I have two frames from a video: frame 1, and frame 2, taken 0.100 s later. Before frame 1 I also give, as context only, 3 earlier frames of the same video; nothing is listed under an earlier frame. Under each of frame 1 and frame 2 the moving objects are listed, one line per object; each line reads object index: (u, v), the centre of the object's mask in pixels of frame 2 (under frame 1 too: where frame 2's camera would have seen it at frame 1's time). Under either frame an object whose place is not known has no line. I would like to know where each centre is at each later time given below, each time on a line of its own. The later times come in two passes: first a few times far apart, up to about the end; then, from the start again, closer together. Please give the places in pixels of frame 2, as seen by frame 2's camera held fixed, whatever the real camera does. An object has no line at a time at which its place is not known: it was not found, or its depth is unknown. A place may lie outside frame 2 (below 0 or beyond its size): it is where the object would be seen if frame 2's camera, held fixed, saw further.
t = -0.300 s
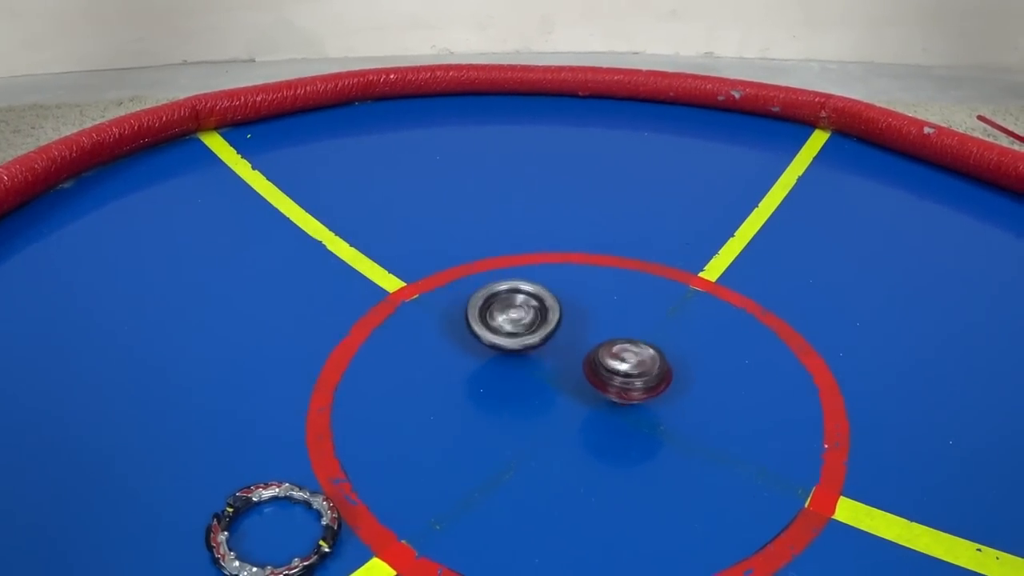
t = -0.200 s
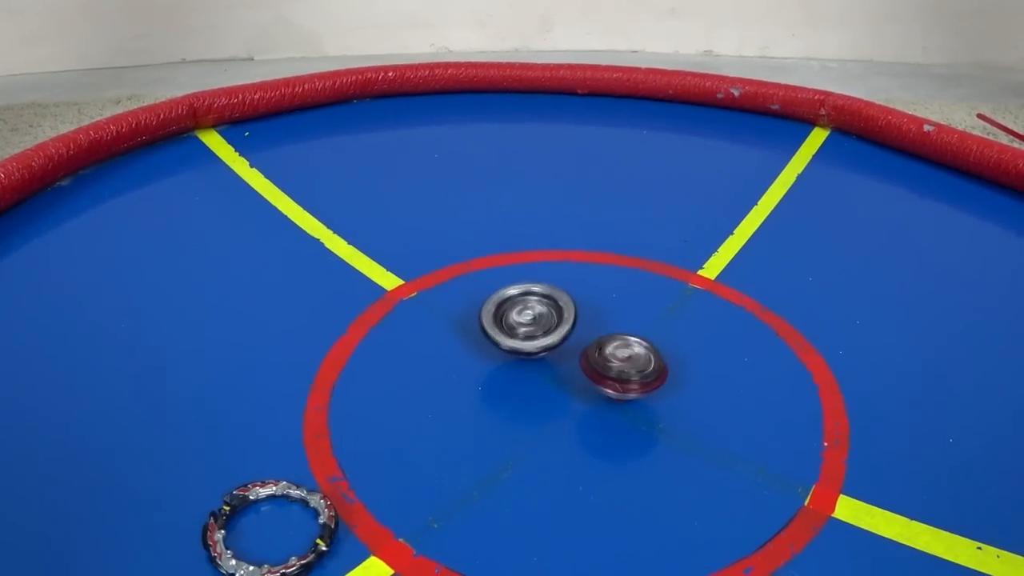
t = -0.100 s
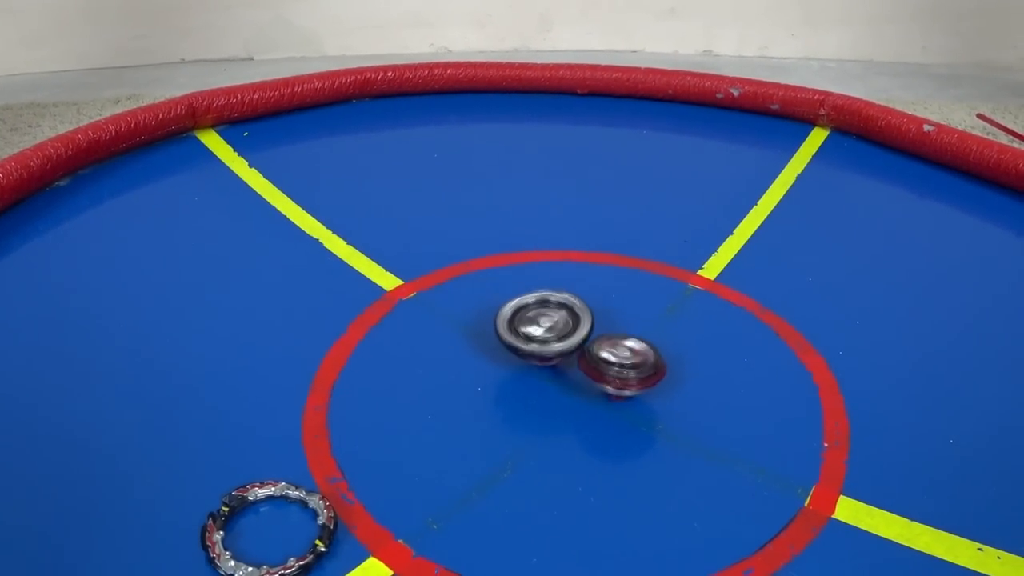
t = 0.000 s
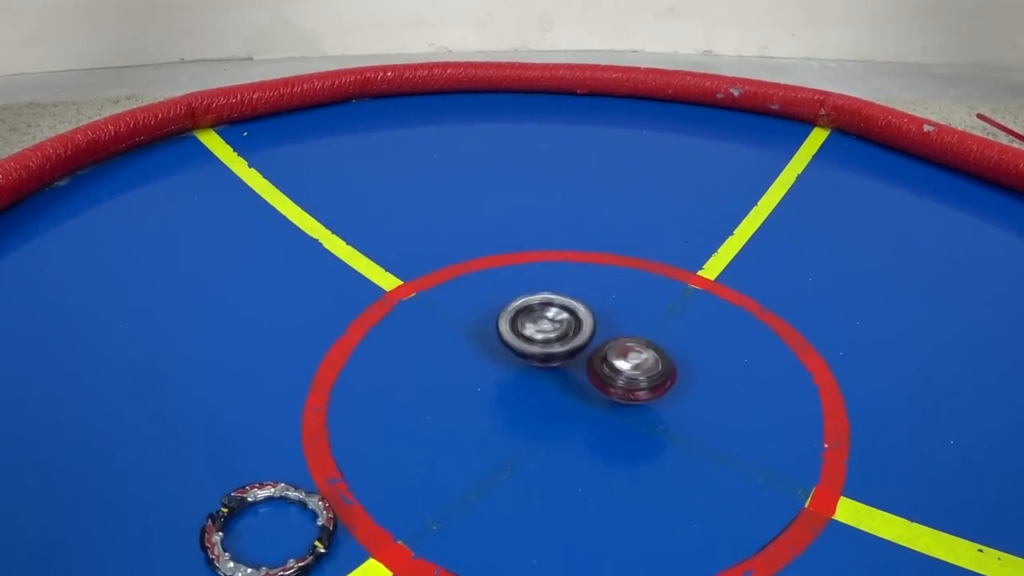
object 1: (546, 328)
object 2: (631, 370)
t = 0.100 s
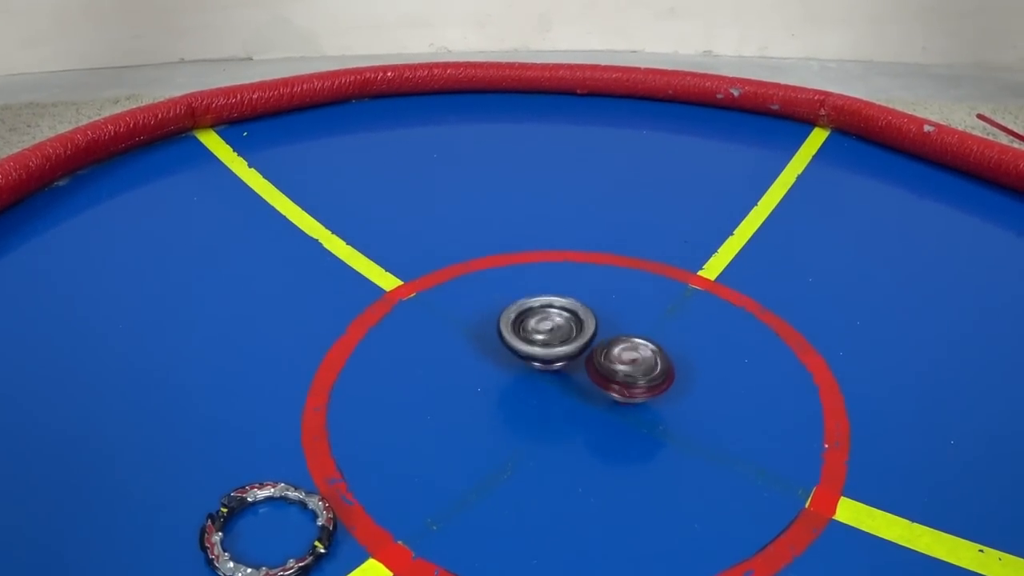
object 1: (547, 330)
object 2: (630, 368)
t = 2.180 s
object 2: (605, 331)
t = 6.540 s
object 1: (539, 389)
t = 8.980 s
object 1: (511, 433)
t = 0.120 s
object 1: (548, 330)
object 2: (629, 368)
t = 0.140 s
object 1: (547, 331)
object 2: (629, 368)
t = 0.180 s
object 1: (548, 332)
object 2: (628, 367)
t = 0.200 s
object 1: (548, 332)
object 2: (629, 367)
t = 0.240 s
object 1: (545, 332)
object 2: (632, 368)
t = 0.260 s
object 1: (543, 331)
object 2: (633, 368)
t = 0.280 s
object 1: (541, 330)
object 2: (632, 367)
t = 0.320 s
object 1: (538, 330)
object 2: (631, 366)
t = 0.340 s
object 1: (538, 329)
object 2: (629, 366)
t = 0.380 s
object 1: (536, 328)
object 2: (628, 365)
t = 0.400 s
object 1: (534, 328)
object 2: (627, 365)
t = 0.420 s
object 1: (534, 327)
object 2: (627, 364)
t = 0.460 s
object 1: (533, 327)
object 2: (624, 363)
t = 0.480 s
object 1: (531, 326)
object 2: (624, 362)
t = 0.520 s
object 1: (530, 325)
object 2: (622, 361)
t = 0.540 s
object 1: (529, 324)
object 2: (622, 360)
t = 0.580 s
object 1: (529, 323)
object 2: (622, 359)
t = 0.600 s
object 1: (529, 322)
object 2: (620, 358)
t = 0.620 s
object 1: (528, 322)
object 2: (621, 357)
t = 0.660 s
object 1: (527, 321)
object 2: (619, 356)
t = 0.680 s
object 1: (527, 321)
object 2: (621, 355)
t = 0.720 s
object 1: (527, 320)
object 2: (620, 355)
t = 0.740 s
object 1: (527, 320)
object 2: (621, 354)
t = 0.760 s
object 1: (527, 319)
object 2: (620, 353)
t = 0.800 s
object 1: (527, 319)
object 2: (621, 351)
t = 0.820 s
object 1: (528, 319)
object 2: (622, 351)
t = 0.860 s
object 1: (529, 318)
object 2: (623, 349)
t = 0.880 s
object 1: (529, 318)
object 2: (623, 349)
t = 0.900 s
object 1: (529, 318)
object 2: (623, 349)
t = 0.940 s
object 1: (530, 318)
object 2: (623, 347)
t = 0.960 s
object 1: (531, 318)
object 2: (623, 347)
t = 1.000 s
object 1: (532, 318)
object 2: (625, 347)
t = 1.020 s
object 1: (532, 318)
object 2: (624, 347)
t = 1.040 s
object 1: (533, 319)
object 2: (623, 347)
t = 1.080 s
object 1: (533, 319)
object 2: (624, 346)
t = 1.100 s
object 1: (534, 319)
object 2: (624, 345)
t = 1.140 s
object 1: (535, 320)
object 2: (626, 345)
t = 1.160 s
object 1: (534, 321)
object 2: (626, 346)
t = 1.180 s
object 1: (536, 321)
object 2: (625, 345)
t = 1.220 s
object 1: (537, 322)
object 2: (625, 345)
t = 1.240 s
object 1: (536, 323)
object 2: (624, 345)
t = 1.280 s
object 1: (537, 324)
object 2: (627, 344)
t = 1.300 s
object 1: (537, 325)
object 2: (626, 345)
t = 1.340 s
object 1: (537, 326)
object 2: (624, 344)
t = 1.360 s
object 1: (536, 326)
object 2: (625, 344)
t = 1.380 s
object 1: (535, 327)
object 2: (626, 344)
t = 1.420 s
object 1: (533, 328)
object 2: (628, 344)
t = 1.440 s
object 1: (532, 329)
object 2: (627, 344)
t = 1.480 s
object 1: (530, 330)
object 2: (626, 344)
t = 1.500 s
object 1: (530, 330)
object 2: (626, 344)
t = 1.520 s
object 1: (529, 331)
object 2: (627, 344)
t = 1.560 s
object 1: (527, 332)
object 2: (626, 344)
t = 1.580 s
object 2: (625, 344)
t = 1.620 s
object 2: (623, 345)
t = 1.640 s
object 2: (621, 345)
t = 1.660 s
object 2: (622, 345)
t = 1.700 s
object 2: (619, 345)
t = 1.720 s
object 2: (620, 345)
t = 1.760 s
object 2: (617, 344)
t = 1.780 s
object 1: (517, 338)
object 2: (616, 344)
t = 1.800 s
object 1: (516, 338)
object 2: (615, 343)
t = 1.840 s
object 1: (513, 339)
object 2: (612, 342)
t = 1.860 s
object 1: (513, 339)
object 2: (613, 342)
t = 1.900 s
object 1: (511, 340)
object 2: (611, 341)
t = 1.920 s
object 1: (509, 341)
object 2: (611, 340)
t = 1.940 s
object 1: (508, 341)
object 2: (608, 339)
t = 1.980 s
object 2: (607, 337)
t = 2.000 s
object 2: (608, 337)
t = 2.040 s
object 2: (607, 336)
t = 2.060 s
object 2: (607, 335)
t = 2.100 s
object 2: (604, 334)
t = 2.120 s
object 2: (604, 332)
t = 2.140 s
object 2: (604, 331)
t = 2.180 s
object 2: (605, 331)
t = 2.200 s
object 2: (606, 331)
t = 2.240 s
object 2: (602, 329)
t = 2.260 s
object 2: (603, 328)
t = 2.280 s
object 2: (603, 327)
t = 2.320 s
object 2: (606, 327)
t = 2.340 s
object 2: (606, 328)
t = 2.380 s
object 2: (603, 328)
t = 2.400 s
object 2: (604, 327)
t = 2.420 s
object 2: (605, 326)
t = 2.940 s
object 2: (592, 328)
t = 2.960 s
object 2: (591, 327)
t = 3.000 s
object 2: (588, 327)
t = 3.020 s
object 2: (589, 326)
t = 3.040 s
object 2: (588, 326)
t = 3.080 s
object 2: (586, 325)
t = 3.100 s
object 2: (585, 324)
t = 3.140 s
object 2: (582, 323)
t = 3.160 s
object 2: (583, 322)
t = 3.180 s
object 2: (582, 322)
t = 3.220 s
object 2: (581, 321)
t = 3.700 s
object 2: (571, 321)
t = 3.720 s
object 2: (571, 321)
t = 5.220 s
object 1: (546, 387)
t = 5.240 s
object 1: (545, 388)
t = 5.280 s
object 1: (545, 388)
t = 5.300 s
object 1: (544, 387)
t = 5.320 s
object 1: (545, 388)
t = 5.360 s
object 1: (544, 388)
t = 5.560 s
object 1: (542, 385)
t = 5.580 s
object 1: (541, 384)
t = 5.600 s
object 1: (541, 383)
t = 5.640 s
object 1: (541, 382)
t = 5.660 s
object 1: (539, 381)
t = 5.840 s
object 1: (541, 378)
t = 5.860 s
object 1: (541, 379)
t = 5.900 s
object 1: (545, 380)
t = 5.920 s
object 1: (546, 381)
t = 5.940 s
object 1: (546, 382)
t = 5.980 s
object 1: (548, 383)
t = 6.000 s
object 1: (549, 384)
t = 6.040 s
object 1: (549, 386)
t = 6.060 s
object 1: (549, 386)
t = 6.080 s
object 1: (551, 386)
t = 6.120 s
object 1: (550, 388)
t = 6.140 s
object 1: (549, 388)
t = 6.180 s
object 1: (550, 388)
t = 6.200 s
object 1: (548, 389)
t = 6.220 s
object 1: (548, 389)
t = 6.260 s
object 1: (547, 389)
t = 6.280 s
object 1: (548, 390)
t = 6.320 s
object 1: (545, 390)
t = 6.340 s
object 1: (545, 390)
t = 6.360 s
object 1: (544, 390)
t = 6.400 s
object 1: (543, 390)
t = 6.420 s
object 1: (542, 390)
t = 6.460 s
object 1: (540, 390)
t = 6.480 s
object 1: (540, 390)
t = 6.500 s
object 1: (539, 390)
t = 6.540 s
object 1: (539, 389)
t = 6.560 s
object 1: (538, 389)
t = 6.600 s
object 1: (538, 388)
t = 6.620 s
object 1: (537, 387)
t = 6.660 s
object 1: (537, 386)
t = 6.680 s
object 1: (537, 385)
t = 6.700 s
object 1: (538, 384)
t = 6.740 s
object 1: (538, 384)
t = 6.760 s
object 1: (539, 383)
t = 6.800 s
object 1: (542, 383)
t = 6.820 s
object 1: (541, 382)
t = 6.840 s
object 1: (541, 381)
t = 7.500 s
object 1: (543, 416)
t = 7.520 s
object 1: (539, 417)
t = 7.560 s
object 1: (535, 418)
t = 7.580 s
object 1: (531, 419)
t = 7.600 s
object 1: (529, 419)
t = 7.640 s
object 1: (522, 419)
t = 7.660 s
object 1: (521, 419)
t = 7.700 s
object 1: (515, 418)
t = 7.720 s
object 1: (514, 417)
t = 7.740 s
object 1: (510, 415)
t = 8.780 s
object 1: (538, 422)
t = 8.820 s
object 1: (535, 425)
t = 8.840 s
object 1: (532, 427)
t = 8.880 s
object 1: (527, 430)
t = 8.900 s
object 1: (523, 431)
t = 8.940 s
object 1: (518, 432)
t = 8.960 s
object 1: (515, 432)
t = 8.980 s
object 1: (511, 433)
